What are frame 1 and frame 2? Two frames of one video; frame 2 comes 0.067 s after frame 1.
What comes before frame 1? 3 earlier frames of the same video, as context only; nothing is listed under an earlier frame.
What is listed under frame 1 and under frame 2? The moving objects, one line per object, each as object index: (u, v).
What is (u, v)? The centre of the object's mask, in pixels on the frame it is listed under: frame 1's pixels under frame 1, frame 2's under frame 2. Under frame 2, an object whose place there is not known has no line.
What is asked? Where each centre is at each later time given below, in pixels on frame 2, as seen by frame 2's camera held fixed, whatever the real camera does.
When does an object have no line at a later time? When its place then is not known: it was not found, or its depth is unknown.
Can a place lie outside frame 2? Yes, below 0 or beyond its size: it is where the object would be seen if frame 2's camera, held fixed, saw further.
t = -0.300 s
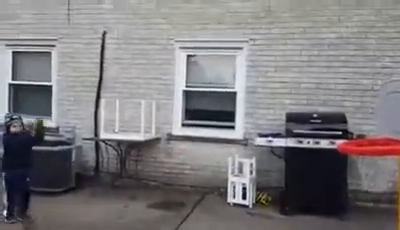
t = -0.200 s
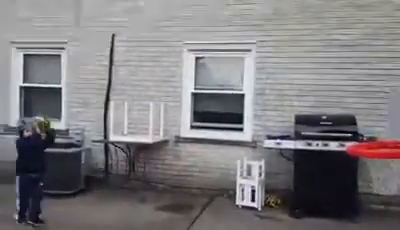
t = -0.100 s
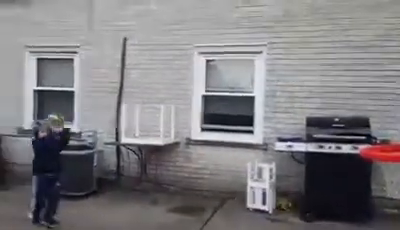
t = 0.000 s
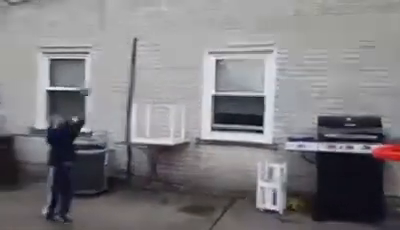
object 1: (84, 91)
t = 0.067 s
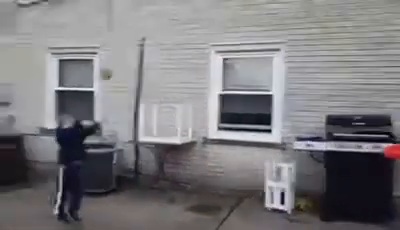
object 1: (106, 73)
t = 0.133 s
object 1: (120, 60)
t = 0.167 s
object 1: (127, 54)
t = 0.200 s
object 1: (134, 50)
